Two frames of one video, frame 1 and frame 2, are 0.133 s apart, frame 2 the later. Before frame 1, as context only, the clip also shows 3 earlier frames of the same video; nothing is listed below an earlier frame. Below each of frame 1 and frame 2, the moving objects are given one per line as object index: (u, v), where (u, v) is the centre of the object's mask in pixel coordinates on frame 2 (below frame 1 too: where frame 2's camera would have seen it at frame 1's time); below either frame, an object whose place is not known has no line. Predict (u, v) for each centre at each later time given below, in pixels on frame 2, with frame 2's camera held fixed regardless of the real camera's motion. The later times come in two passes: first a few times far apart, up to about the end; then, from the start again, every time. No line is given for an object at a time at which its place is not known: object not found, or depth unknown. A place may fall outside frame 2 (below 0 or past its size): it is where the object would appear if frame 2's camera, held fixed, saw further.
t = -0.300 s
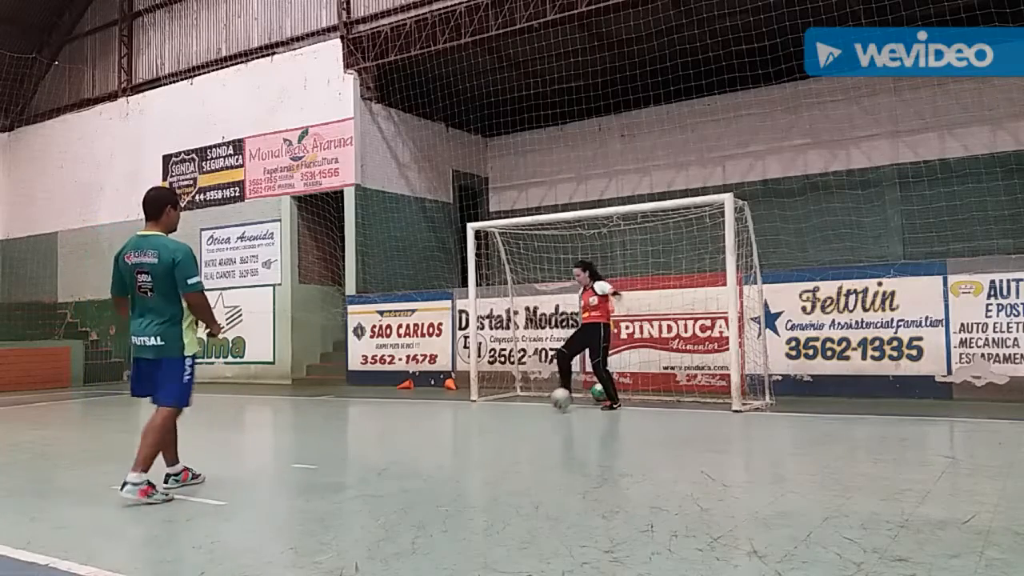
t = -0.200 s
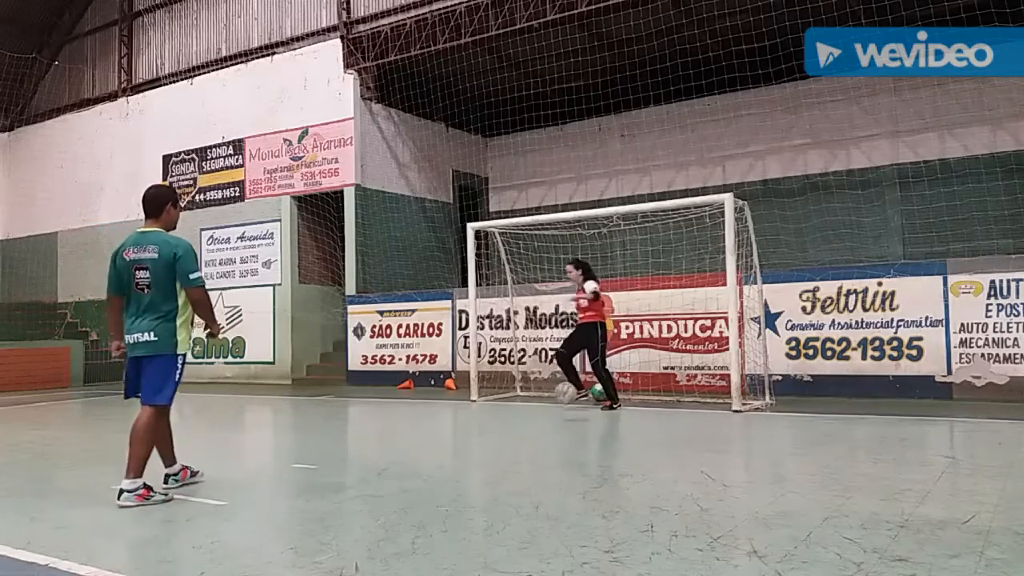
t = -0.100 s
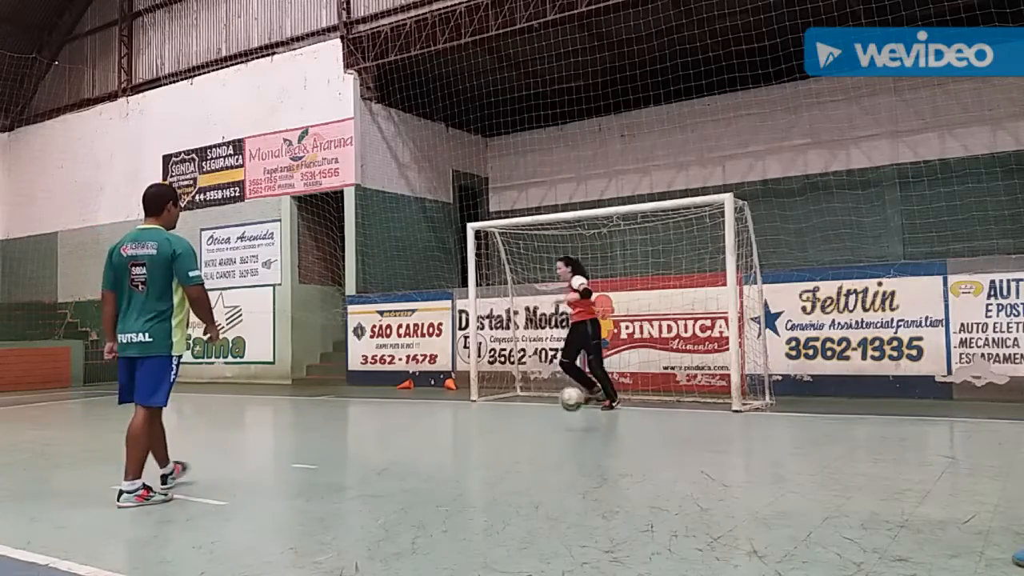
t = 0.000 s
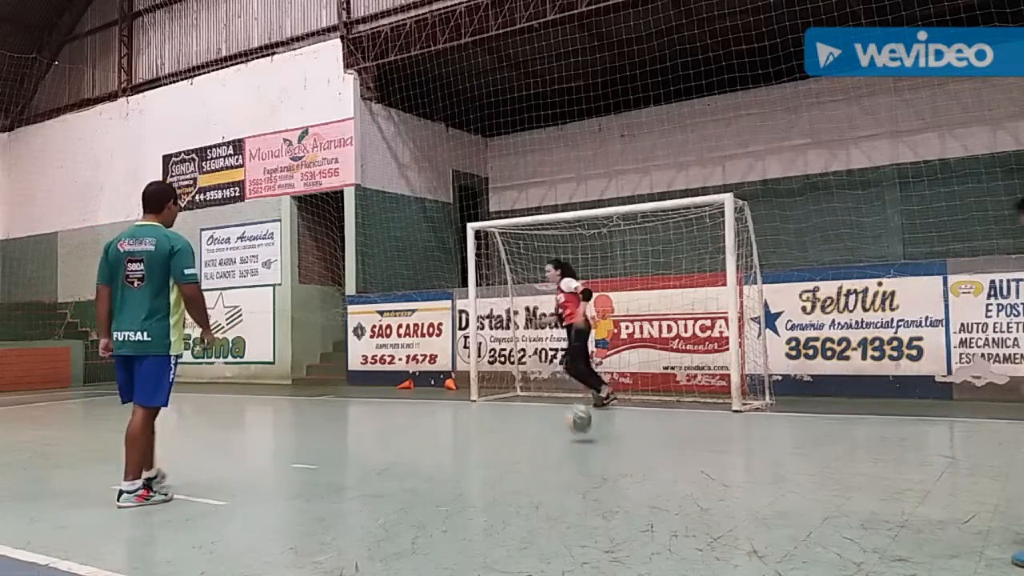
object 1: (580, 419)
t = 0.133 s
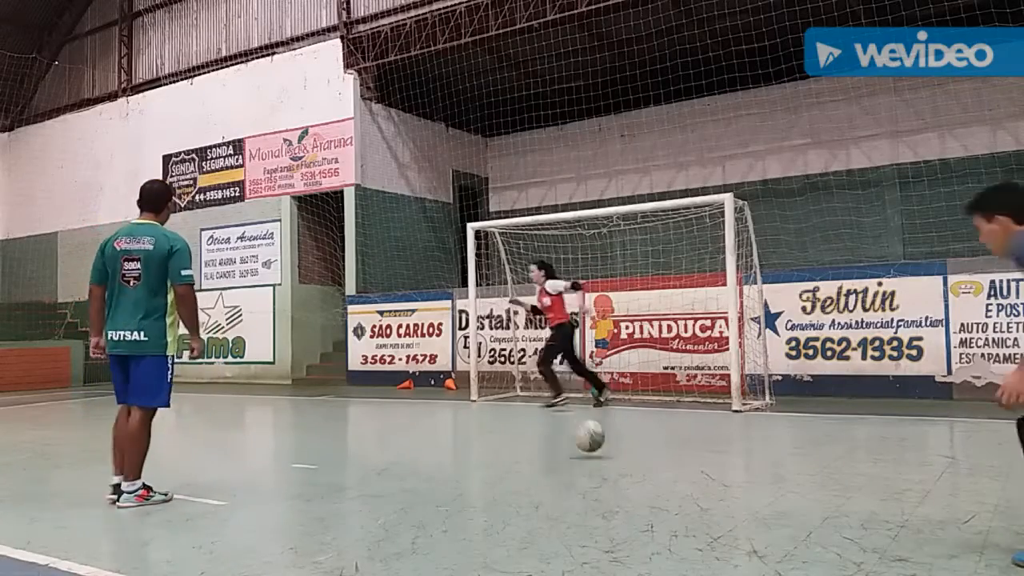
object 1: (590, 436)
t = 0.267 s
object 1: (602, 457)
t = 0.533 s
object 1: (633, 494)
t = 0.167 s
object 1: (593, 440)
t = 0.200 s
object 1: (596, 447)
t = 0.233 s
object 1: (599, 456)
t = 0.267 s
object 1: (602, 457)
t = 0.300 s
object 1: (605, 460)
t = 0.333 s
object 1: (608, 465)
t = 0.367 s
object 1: (611, 470)
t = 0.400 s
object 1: (616, 475)
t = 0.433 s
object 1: (620, 480)
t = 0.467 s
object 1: (624, 485)
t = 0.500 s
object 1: (628, 488)
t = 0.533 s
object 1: (633, 494)
